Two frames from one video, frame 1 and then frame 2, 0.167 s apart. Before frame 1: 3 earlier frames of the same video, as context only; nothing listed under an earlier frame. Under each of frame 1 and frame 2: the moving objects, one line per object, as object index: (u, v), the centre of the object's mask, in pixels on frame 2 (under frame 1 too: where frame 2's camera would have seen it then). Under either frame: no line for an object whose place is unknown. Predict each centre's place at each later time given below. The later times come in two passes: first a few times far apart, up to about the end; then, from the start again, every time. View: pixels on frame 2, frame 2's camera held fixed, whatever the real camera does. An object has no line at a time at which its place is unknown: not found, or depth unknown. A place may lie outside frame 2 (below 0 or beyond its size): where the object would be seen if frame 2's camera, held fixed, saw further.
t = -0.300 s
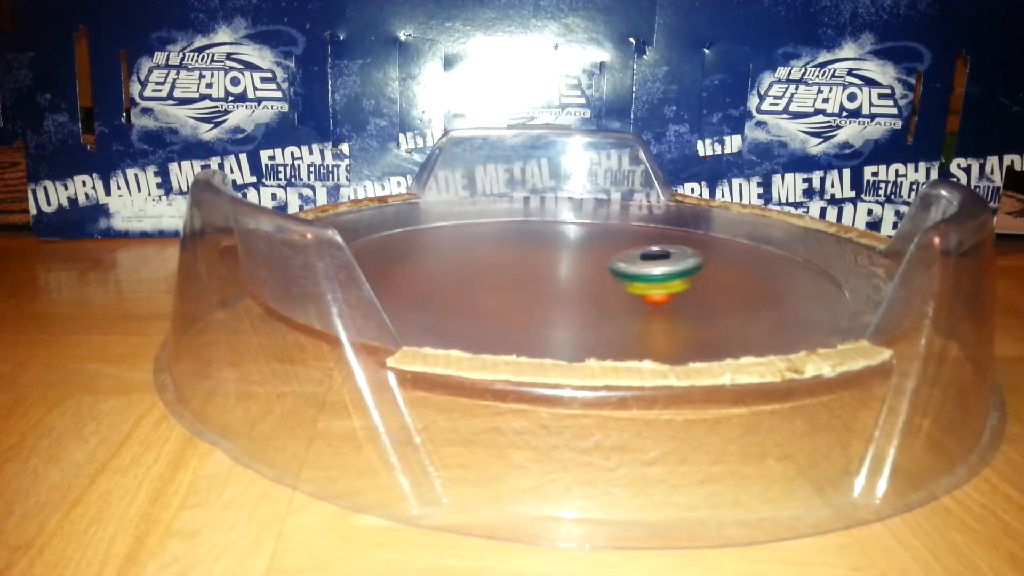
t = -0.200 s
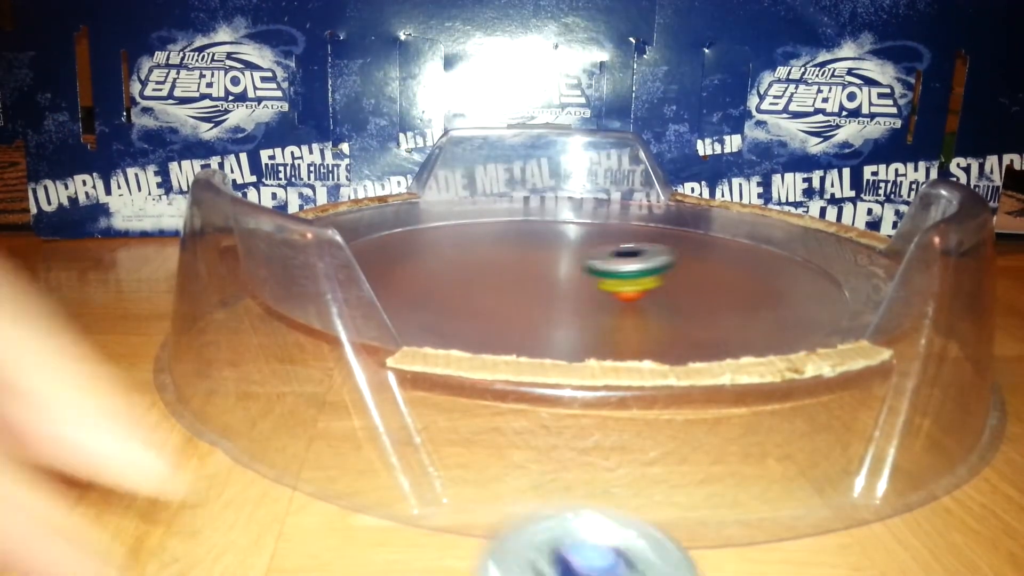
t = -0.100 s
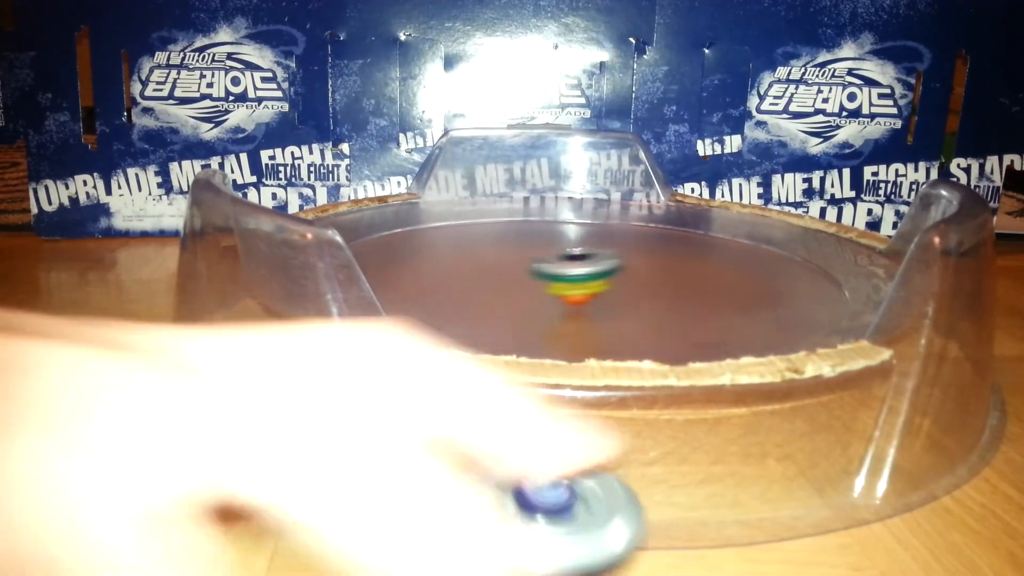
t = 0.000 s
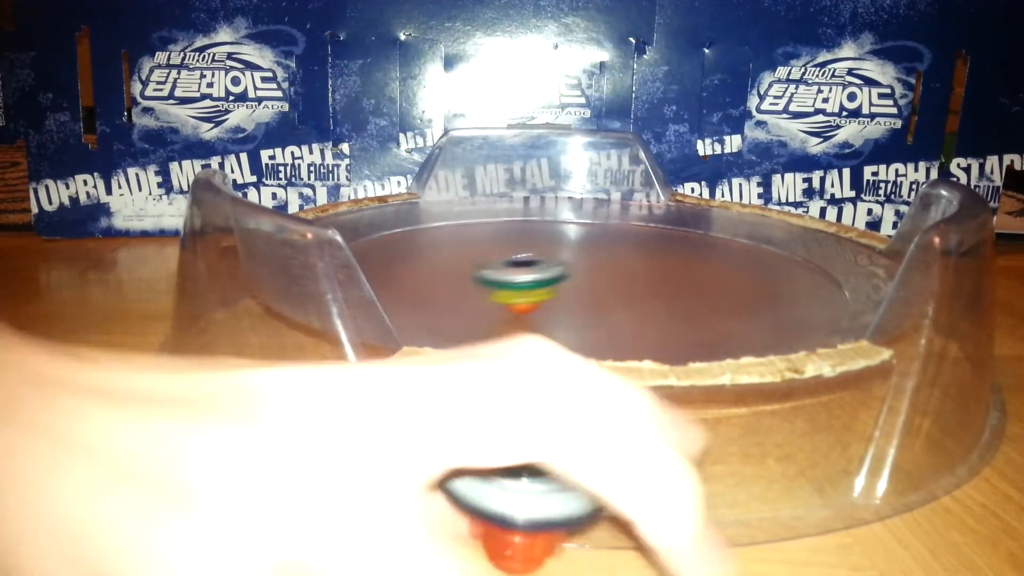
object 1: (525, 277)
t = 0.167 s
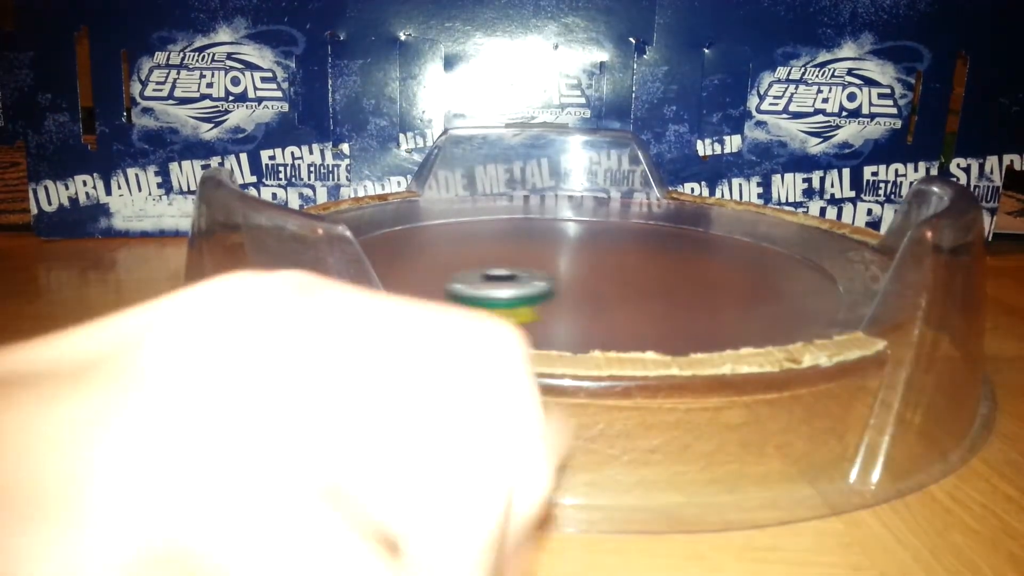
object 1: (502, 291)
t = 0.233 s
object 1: (537, 305)
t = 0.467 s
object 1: (683, 295)
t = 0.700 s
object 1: (610, 260)
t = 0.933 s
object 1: (438, 245)
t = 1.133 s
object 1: (407, 269)
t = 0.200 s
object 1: (518, 298)
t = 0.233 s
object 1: (537, 305)
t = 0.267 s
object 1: (561, 305)
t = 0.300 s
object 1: (587, 306)
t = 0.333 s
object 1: (614, 308)
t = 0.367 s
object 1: (638, 306)
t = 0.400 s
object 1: (658, 304)
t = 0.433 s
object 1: (673, 299)
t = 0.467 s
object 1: (683, 295)
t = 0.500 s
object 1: (686, 290)
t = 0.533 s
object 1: (685, 285)
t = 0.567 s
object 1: (678, 280)
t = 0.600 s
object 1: (667, 275)
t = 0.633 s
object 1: (651, 270)
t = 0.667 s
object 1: (632, 264)
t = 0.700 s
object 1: (610, 260)
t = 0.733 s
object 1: (583, 257)
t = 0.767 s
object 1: (554, 254)
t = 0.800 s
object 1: (529, 249)
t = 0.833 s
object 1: (503, 248)
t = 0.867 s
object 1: (479, 246)
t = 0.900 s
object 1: (457, 244)
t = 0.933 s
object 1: (438, 245)
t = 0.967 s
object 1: (420, 246)
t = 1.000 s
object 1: (406, 248)
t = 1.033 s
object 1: (399, 251)
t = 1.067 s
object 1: (399, 256)
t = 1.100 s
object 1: (401, 262)
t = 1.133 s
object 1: (407, 269)
